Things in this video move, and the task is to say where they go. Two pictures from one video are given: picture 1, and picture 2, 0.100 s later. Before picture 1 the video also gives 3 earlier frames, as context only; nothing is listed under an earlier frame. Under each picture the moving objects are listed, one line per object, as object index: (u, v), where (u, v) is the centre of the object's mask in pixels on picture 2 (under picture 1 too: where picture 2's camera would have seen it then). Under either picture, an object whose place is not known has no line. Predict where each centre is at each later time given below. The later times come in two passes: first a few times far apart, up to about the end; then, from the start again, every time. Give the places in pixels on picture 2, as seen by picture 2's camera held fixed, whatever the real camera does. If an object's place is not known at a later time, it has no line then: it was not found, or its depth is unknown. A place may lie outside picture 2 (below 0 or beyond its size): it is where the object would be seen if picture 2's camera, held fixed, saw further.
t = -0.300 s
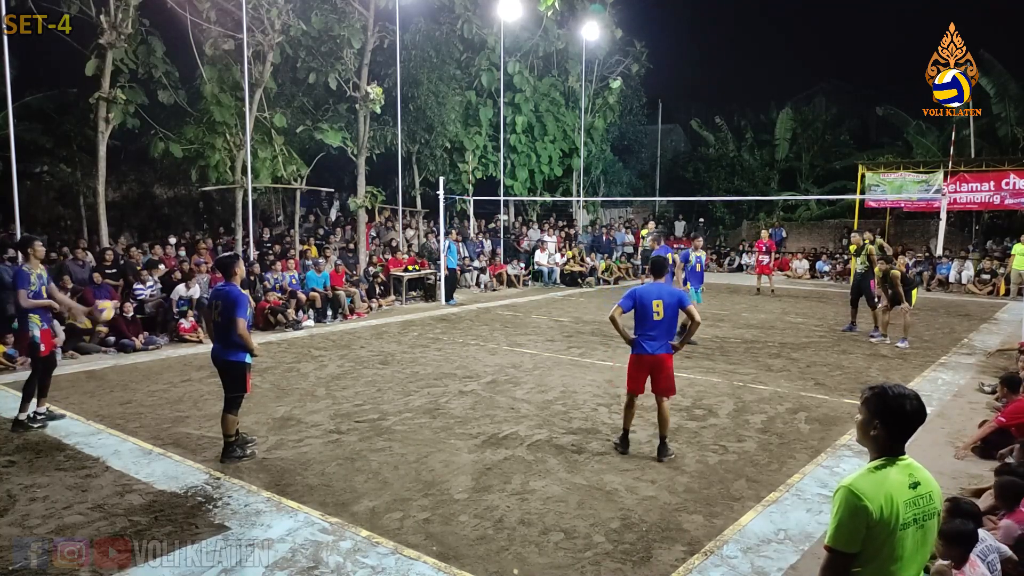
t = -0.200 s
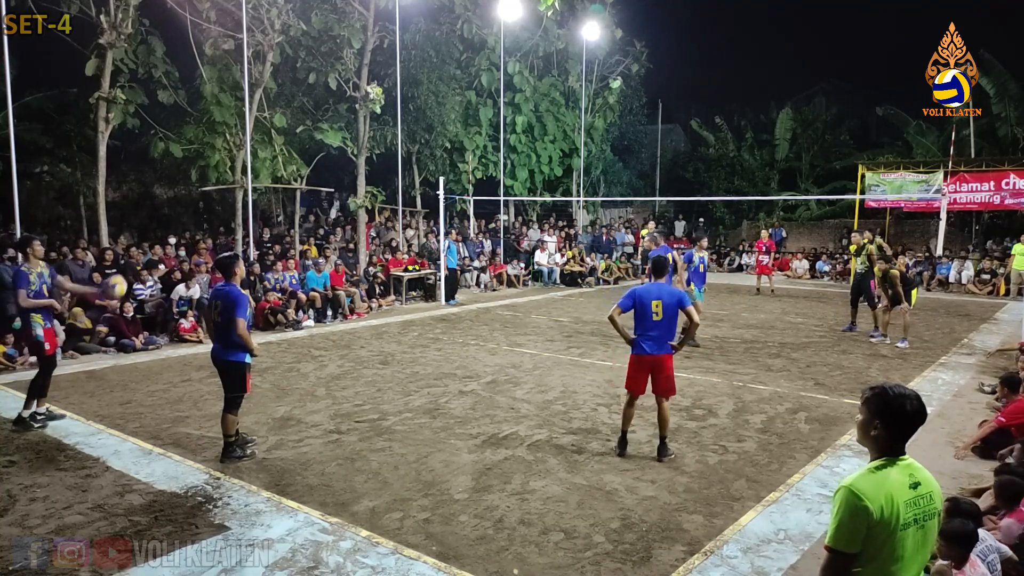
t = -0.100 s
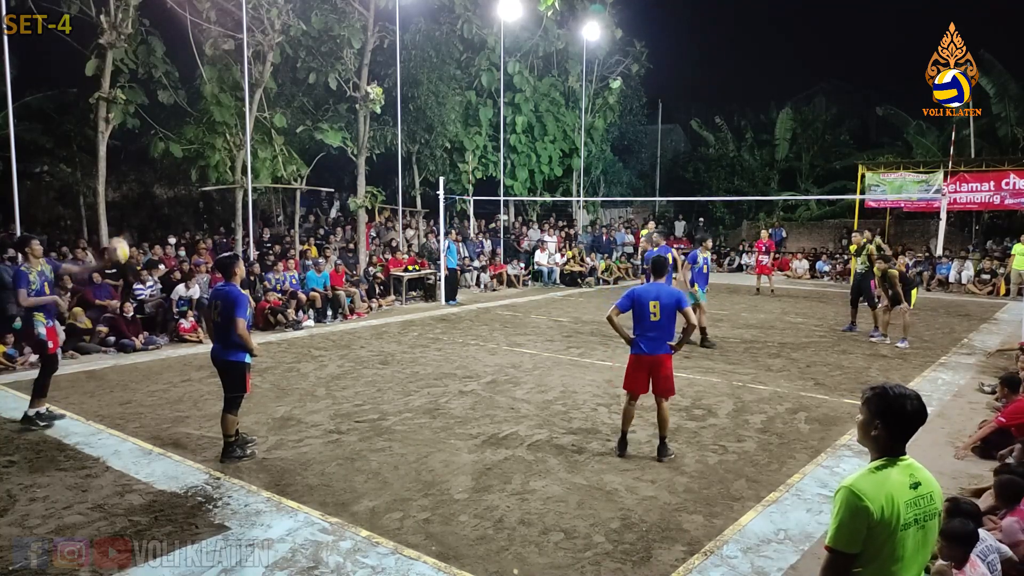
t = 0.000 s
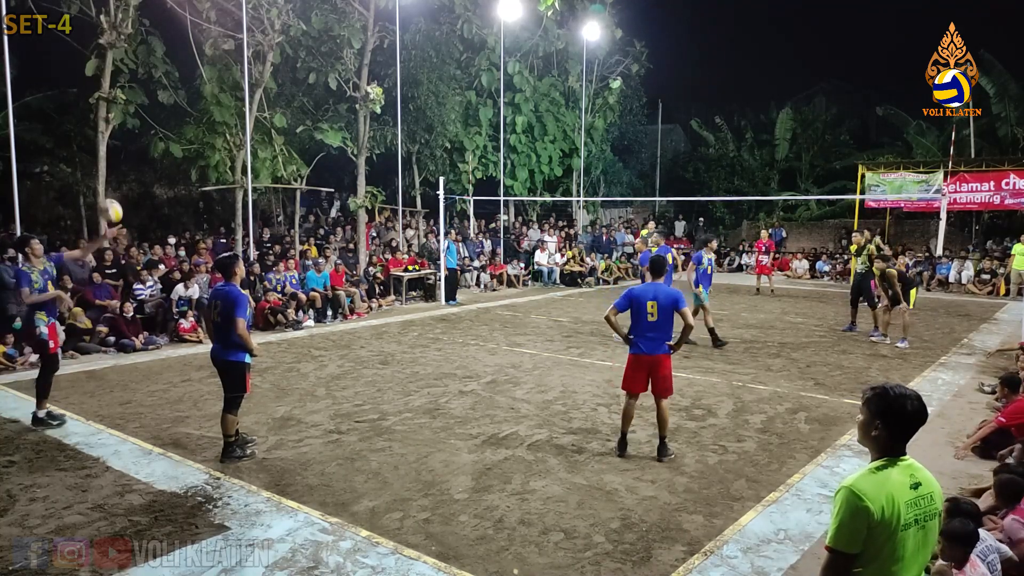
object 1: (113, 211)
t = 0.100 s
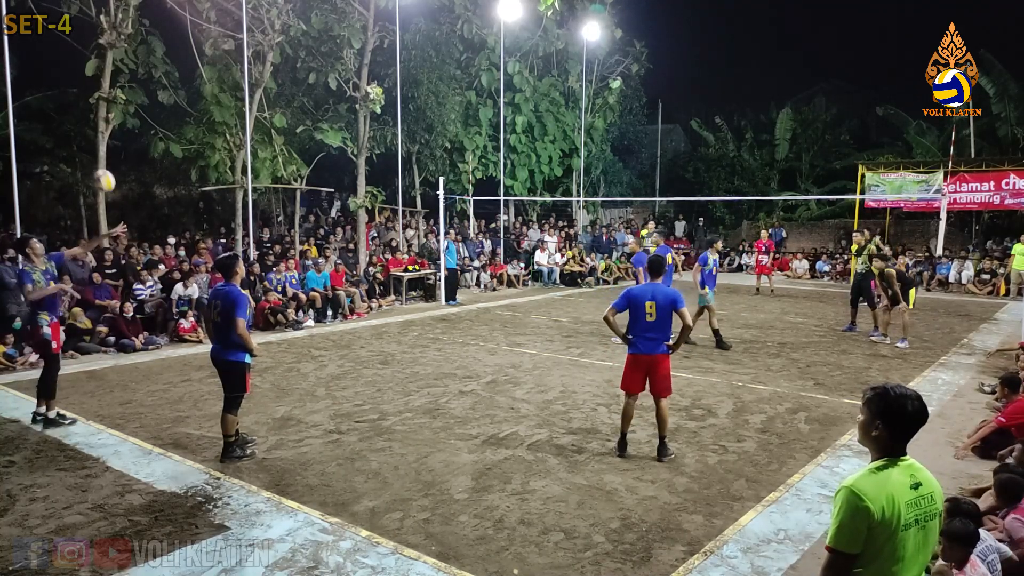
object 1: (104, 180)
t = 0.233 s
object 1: (95, 155)
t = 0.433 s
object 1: (83, 147)
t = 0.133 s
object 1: (102, 173)
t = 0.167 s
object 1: (100, 165)
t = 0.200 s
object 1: (97, 160)
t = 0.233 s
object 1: (95, 155)
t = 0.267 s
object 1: (93, 151)
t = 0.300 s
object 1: (91, 148)
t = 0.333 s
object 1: (88, 146)
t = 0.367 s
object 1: (86, 145)
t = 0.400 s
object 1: (85, 146)
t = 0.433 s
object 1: (83, 147)
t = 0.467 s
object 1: (81, 149)
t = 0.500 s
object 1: (79, 153)
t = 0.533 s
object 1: (77, 157)
